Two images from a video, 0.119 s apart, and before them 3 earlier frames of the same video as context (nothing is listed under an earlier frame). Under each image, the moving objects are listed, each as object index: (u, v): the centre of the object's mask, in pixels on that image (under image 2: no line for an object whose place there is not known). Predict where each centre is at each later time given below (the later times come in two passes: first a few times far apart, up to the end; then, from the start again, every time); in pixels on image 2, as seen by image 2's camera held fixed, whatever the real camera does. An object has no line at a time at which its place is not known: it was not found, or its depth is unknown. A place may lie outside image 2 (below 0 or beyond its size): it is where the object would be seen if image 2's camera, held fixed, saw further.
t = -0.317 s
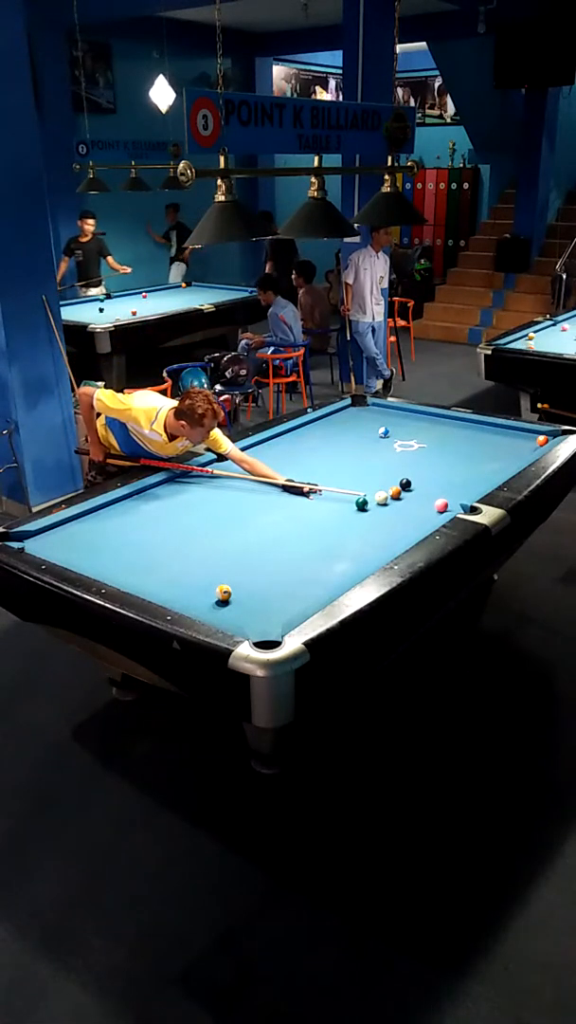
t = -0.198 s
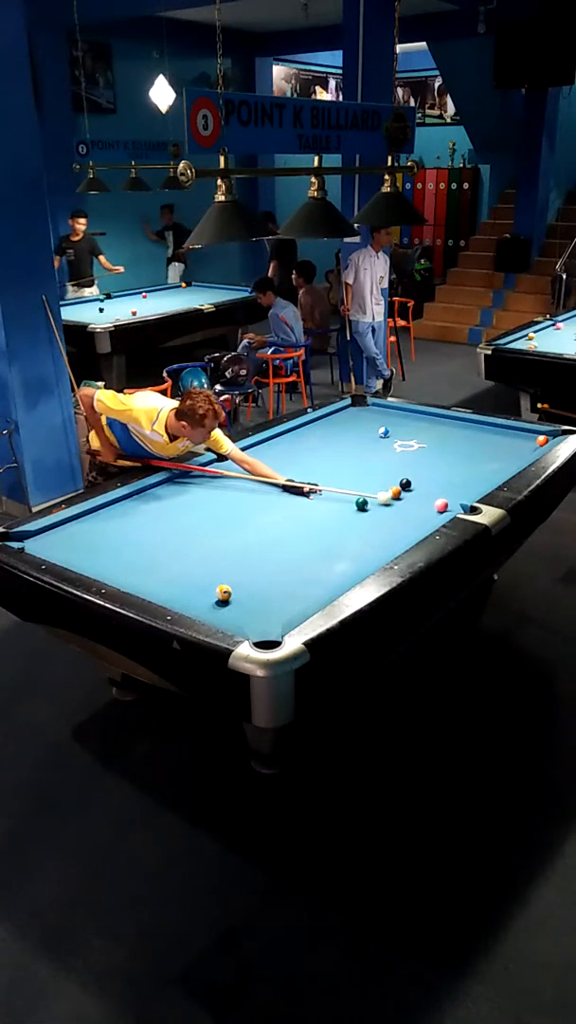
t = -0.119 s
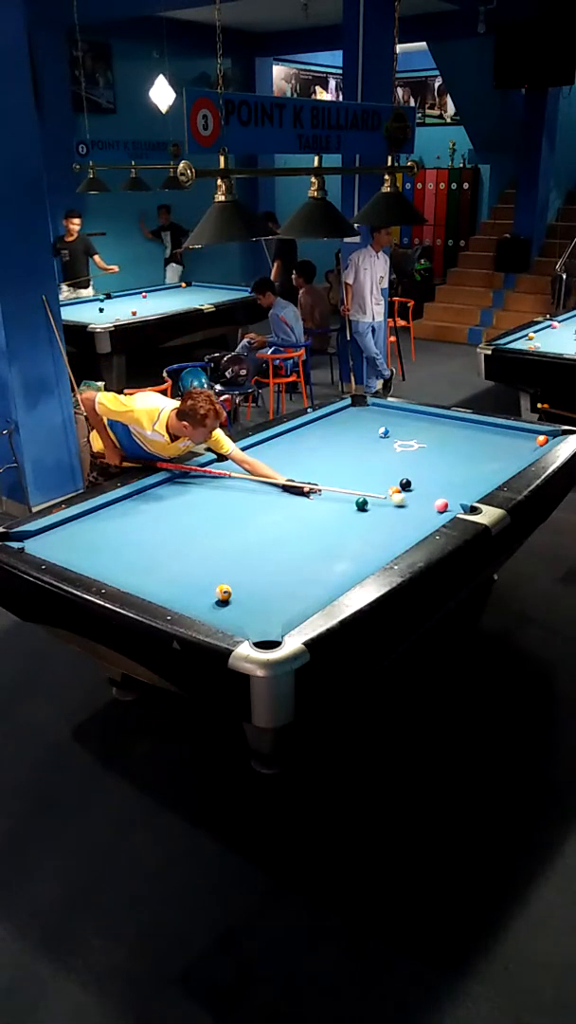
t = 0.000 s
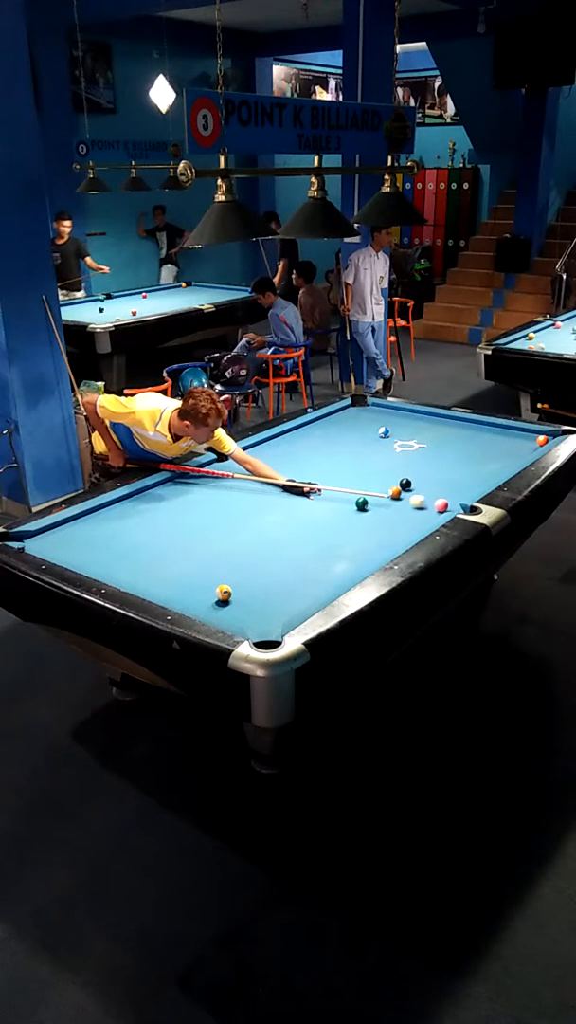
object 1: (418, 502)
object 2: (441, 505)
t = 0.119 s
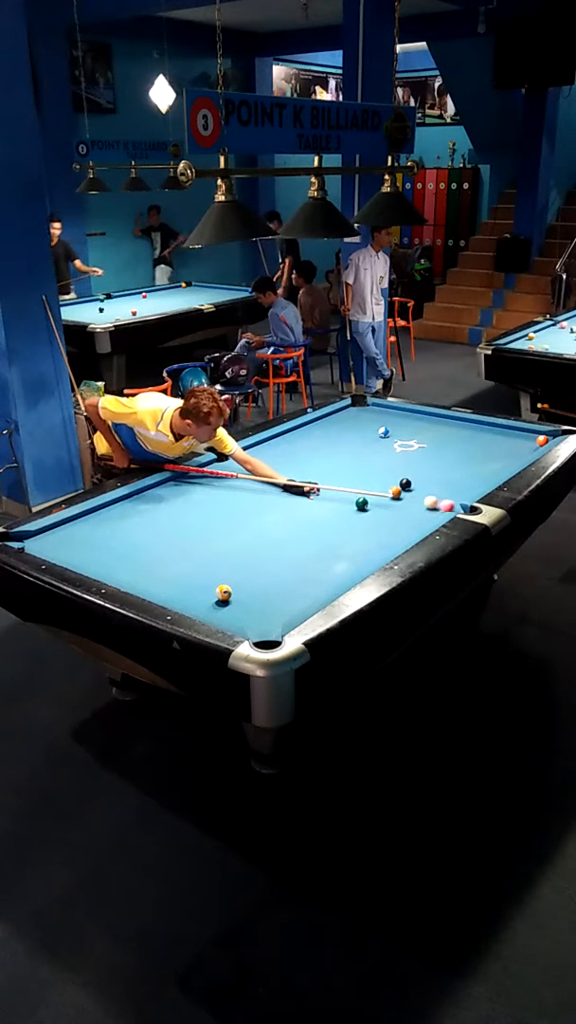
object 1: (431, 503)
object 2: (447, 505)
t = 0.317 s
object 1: (441, 502)
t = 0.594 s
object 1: (454, 500)
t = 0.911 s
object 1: (456, 499)
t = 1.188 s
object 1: (454, 498)
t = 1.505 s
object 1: (453, 498)
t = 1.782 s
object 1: (453, 498)
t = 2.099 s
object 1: (453, 498)
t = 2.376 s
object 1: (453, 498)
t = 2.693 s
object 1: (453, 498)
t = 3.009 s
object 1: (453, 498)
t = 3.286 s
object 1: (453, 498)
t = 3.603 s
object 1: (453, 498)
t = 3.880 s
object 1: (453, 498)
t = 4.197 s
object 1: (453, 498)
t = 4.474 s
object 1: (453, 498)
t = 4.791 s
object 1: (453, 498)
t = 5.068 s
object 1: (453, 498)
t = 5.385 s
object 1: (453, 498)
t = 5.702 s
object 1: (453, 498)
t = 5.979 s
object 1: (453, 498)
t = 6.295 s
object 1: (453, 498)
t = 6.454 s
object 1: (453, 498)
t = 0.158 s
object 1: (433, 502)
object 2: (451, 506)
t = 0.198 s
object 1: (435, 502)
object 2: (455, 506)
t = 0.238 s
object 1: (437, 502)
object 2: (459, 508)
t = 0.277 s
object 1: (439, 502)
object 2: (461, 510)
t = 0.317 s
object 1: (441, 502)
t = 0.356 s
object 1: (443, 502)
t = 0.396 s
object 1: (445, 501)
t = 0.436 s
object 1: (447, 501)
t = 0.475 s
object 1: (448, 501)
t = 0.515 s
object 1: (450, 501)
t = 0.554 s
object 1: (452, 501)
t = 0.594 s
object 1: (454, 500)
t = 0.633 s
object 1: (455, 500)
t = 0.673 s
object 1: (457, 500)
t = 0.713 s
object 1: (457, 500)
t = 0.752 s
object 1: (457, 500)
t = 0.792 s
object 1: (456, 499)
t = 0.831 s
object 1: (456, 499)
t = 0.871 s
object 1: (456, 499)
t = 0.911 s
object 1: (456, 499)
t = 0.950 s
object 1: (456, 499)
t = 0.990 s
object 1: (455, 499)
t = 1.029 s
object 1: (455, 499)
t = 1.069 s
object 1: (454, 499)
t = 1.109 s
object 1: (454, 499)
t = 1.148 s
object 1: (454, 498)
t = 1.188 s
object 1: (454, 498)
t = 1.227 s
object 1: (454, 498)
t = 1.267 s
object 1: (454, 498)
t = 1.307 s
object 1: (453, 498)
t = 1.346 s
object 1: (453, 498)
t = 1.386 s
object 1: (454, 498)
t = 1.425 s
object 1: (453, 498)
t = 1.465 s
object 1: (453, 498)
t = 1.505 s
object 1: (453, 498)
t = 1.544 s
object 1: (453, 498)
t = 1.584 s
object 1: (453, 498)
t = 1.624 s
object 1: (453, 498)
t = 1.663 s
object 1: (453, 498)
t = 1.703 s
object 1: (453, 498)
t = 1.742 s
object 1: (453, 498)
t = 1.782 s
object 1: (453, 498)
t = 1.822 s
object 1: (453, 498)
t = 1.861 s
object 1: (453, 498)
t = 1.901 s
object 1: (453, 498)
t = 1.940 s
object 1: (453, 498)
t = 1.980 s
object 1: (453, 498)
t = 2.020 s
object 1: (453, 498)
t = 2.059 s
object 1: (453, 498)
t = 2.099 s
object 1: (453, 498)
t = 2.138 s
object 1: (453, 498)
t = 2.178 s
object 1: (453, 498)
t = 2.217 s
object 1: (453, 498)
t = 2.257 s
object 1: (453, 498)
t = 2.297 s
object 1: (453, 498)
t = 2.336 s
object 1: (453, 498)
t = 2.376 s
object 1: (453, 498)
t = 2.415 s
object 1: (453, 498)
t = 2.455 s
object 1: (453, 498)
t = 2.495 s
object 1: (453, 498)
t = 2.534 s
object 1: (453, 498)
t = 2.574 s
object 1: (453, 498)
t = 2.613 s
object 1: (453, 498)
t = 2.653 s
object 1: (453, 498)
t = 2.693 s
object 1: (453, 498)
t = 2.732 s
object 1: (453, 498)
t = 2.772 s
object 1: (453, 498)
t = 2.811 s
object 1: (453, 498)
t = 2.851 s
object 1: (453, 498)
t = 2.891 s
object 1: (453, 498)
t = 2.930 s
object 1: (453, 498)
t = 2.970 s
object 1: (453, 498)
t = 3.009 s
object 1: (453, 498)
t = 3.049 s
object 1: (453, 498)
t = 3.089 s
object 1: (453, 498)
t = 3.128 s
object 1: (453, 498)
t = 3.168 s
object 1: (453, 498)
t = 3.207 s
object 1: (453, 498)
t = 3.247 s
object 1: (453, 498)
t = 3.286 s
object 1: (453, 498)
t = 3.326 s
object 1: (453, 498)
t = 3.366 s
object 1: (453, 498)
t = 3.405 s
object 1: (453, 498)
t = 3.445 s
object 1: (453, 498)
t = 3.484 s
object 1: (453, 498)
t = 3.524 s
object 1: (453, 498)
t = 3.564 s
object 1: (453, 498)
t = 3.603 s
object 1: (453, 498)
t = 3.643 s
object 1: (453, 498)
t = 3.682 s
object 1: (453, 498)
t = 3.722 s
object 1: (453, 498)
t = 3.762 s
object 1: (453, 498)
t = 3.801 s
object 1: (453, 498)
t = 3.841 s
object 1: (453, 498)
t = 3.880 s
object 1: (453, 498)
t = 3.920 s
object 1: (453, 498)
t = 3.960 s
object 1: (453, 498)
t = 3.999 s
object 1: (453, 498)
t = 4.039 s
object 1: (453, 498)
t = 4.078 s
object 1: (453, 498)
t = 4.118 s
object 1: (453, 498)
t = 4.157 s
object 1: (453, 498)
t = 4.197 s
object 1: (453, 498)
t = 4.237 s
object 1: (453, 498)
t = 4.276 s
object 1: (453, 498)
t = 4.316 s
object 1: (453, 498)
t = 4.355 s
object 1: (453, 498)
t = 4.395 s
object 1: (453, 498)
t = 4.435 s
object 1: (453, 498)
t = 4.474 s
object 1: (453, 498)
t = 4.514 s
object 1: (453, 498)
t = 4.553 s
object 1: (453, 498)
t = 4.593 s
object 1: (453, 498)
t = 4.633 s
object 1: (453, 498)
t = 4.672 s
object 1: (453, 498)
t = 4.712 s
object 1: (453, 498)
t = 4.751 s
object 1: (453, 498)
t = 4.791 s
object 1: (453, 498)
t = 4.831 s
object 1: (453, 498)
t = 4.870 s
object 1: (453, 498)
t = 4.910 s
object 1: (453, 498)
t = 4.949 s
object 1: (453, 498)
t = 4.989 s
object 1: (453, 498)
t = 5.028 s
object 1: (453, 498)
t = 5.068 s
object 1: (453, 498)
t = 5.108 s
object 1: (453, 498)
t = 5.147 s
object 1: (453, 498)
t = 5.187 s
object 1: (453, 498)
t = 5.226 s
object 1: (453, 498)
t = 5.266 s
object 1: (453, 498)
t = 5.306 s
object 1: (453, 498)
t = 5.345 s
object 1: (453, 498)
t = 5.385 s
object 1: (453, 498)
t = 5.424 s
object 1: (453, 498)
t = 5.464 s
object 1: (453, 498)
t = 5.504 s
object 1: (453, 498)
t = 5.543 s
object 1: (453, 498)
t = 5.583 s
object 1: (453, 498)
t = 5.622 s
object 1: (453, 498)
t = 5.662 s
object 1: (453, 498)
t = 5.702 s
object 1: (453, 498)
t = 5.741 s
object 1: (453, 498)
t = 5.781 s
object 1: (453, 498)
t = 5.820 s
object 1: (453, 498)
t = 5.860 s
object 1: (453, 498)
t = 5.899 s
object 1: (453, 498)
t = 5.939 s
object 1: (453, 498)
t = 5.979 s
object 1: (453, 498)
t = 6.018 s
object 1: (453, 498)
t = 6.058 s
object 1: (453, 498)
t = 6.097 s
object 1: (453, 498)
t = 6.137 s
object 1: (453, 498)
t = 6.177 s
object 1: (453, 498)
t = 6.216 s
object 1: (453, 498)
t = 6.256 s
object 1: (453, 498)
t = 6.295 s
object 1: (453, 498)
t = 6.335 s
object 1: (453, 498)
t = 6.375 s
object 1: (453, 498)
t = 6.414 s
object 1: (453, 498)
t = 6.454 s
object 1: (453, 498)
